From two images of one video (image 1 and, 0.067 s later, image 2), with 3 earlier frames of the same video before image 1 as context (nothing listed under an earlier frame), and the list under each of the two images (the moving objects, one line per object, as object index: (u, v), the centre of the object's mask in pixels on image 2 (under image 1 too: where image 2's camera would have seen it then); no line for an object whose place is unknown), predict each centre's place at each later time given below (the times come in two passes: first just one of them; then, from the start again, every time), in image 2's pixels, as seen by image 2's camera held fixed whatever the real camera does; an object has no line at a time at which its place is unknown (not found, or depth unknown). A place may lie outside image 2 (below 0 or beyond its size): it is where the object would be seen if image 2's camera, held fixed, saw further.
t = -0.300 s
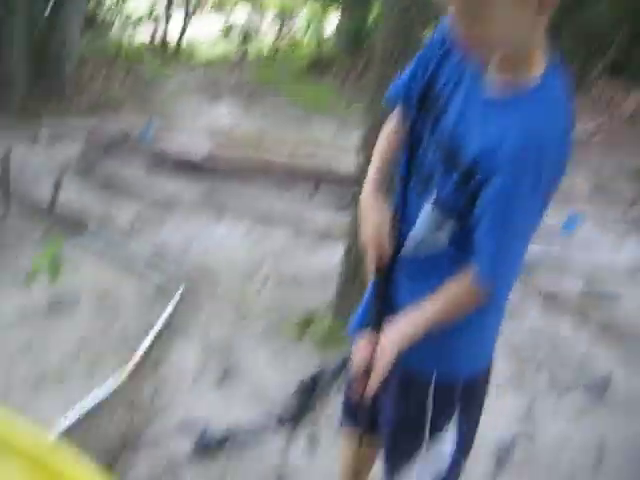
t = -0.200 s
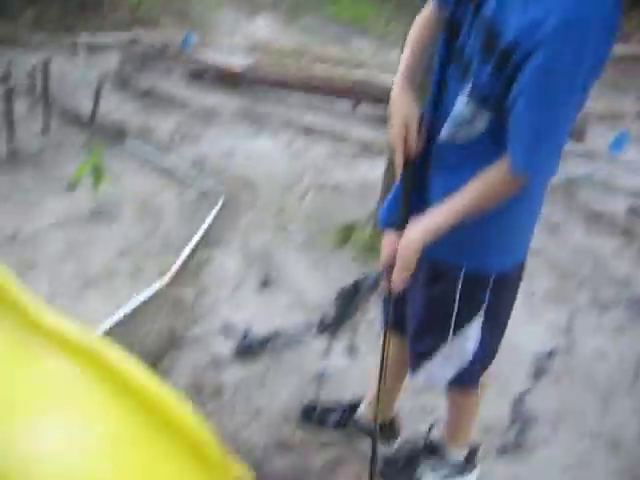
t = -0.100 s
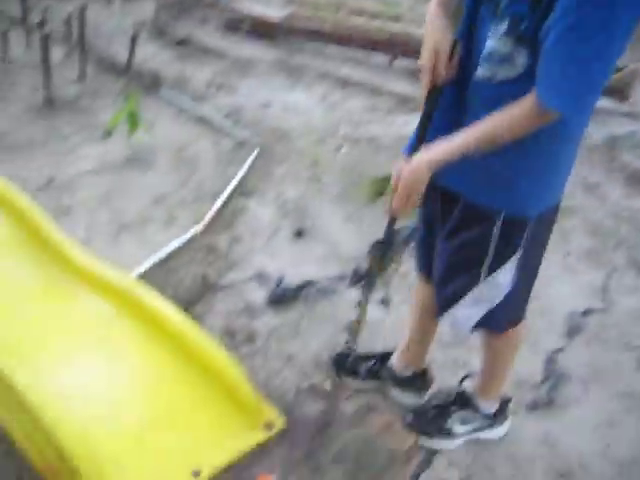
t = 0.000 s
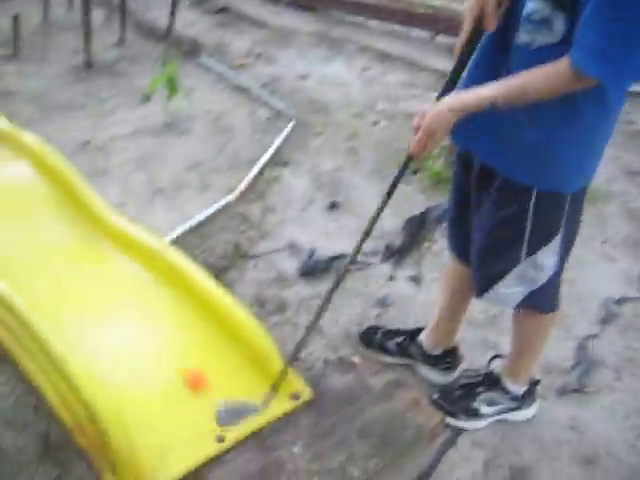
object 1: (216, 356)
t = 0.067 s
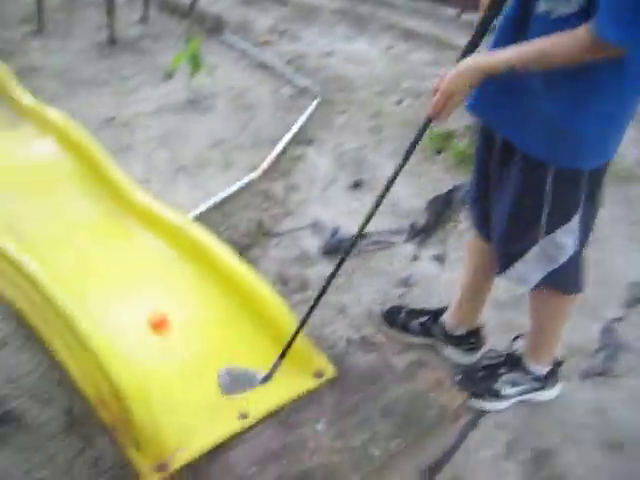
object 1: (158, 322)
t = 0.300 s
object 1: (25, 242)
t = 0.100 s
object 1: (131, 312)
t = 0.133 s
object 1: (106, 306)
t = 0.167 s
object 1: (85, 297)
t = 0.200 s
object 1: (66, 277)
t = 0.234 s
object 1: (49, 261)
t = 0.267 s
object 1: (36, 249)
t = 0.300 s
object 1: (25, 242)
